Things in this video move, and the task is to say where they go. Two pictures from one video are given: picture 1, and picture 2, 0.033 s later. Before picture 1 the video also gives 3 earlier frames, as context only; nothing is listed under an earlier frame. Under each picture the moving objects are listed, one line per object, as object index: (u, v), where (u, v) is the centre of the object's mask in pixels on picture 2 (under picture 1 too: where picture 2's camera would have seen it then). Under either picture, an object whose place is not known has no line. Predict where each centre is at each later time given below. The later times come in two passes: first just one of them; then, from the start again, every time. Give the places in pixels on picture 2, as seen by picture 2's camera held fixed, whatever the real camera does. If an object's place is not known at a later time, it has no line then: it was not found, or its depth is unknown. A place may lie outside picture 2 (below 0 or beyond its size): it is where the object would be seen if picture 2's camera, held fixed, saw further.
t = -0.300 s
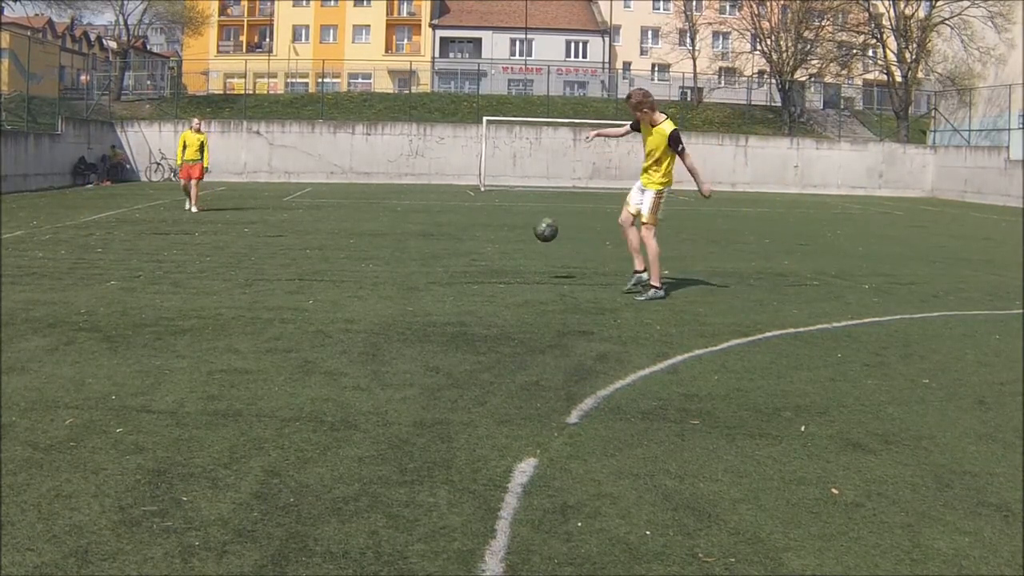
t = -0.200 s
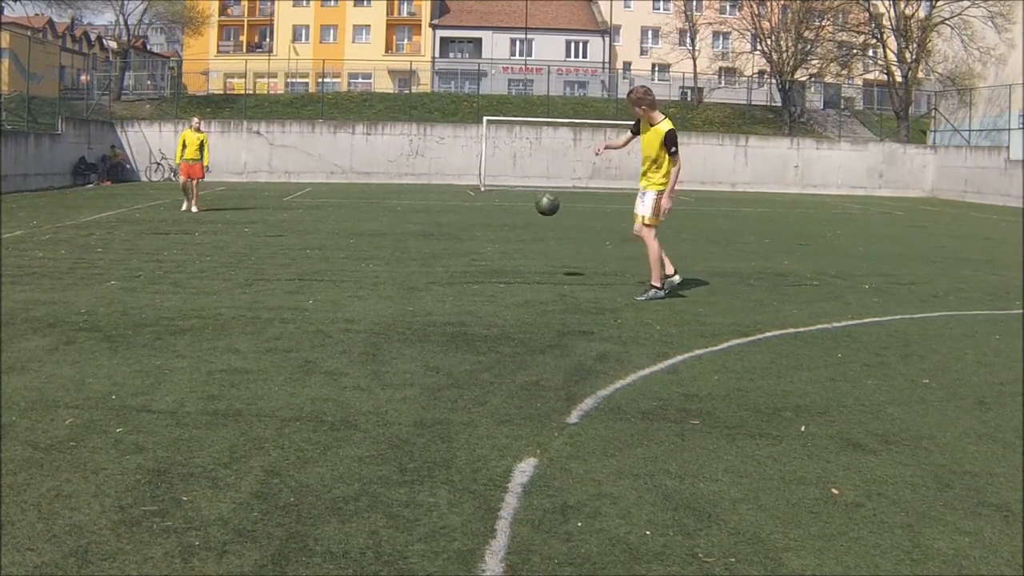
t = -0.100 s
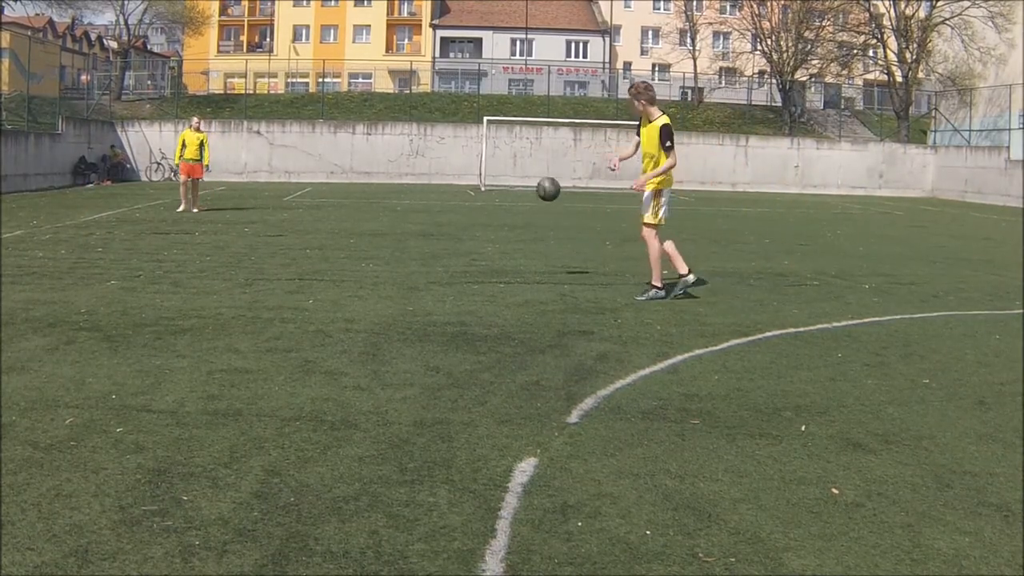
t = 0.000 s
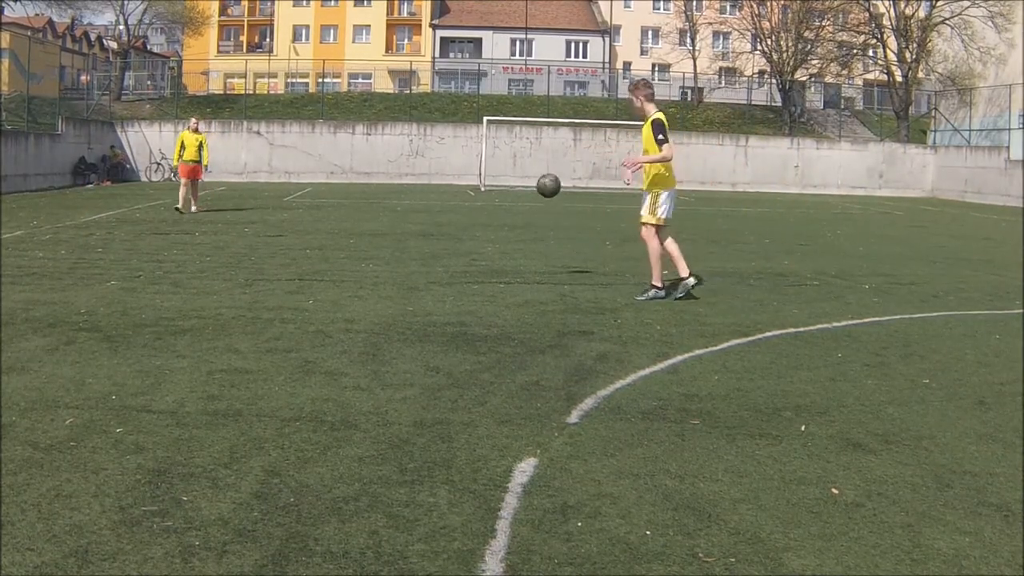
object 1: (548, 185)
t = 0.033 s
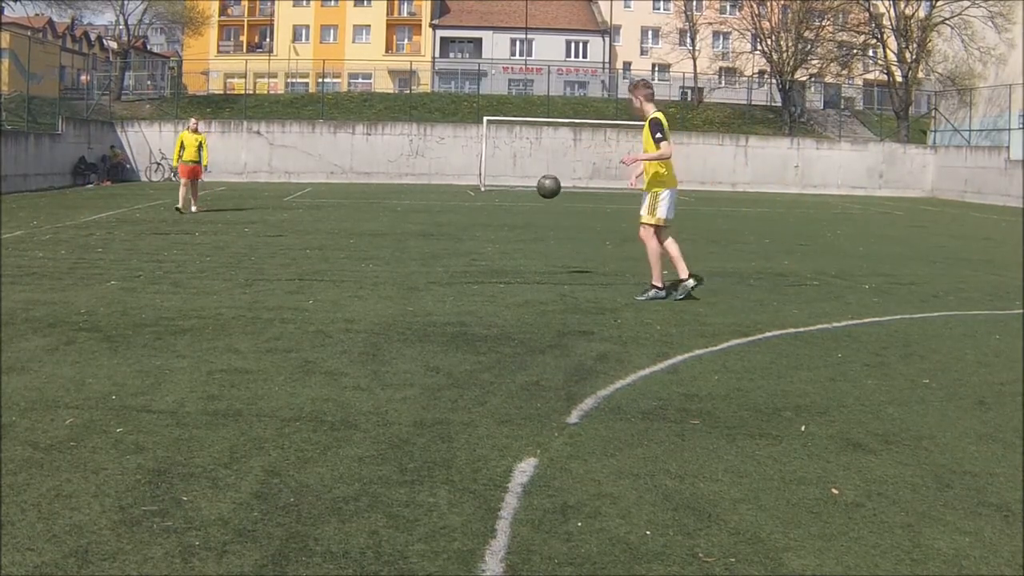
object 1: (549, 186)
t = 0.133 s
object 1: (549, 198)
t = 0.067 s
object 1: (549, 189)
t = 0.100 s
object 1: (549, 192)
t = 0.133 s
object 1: (549, 198)
